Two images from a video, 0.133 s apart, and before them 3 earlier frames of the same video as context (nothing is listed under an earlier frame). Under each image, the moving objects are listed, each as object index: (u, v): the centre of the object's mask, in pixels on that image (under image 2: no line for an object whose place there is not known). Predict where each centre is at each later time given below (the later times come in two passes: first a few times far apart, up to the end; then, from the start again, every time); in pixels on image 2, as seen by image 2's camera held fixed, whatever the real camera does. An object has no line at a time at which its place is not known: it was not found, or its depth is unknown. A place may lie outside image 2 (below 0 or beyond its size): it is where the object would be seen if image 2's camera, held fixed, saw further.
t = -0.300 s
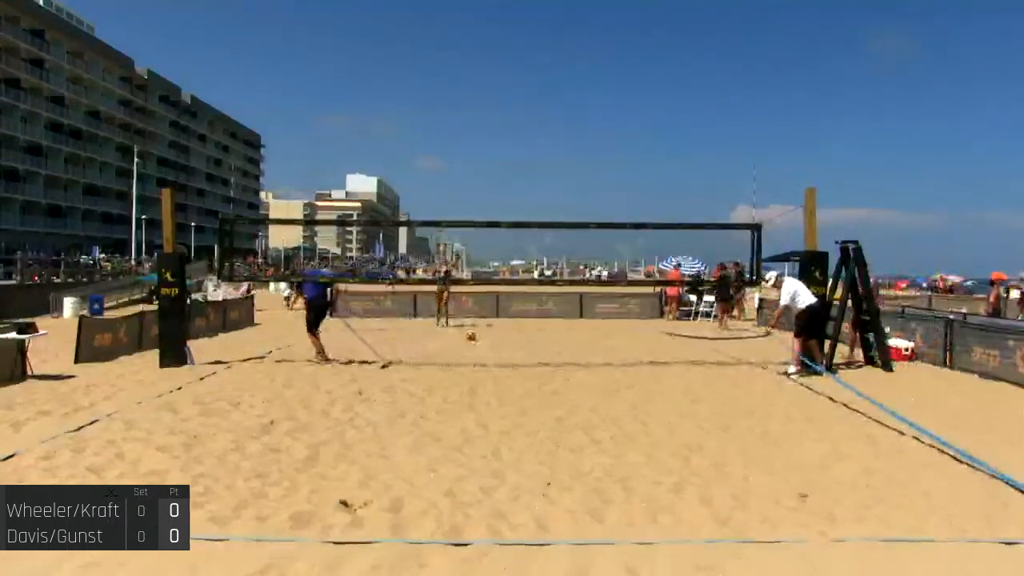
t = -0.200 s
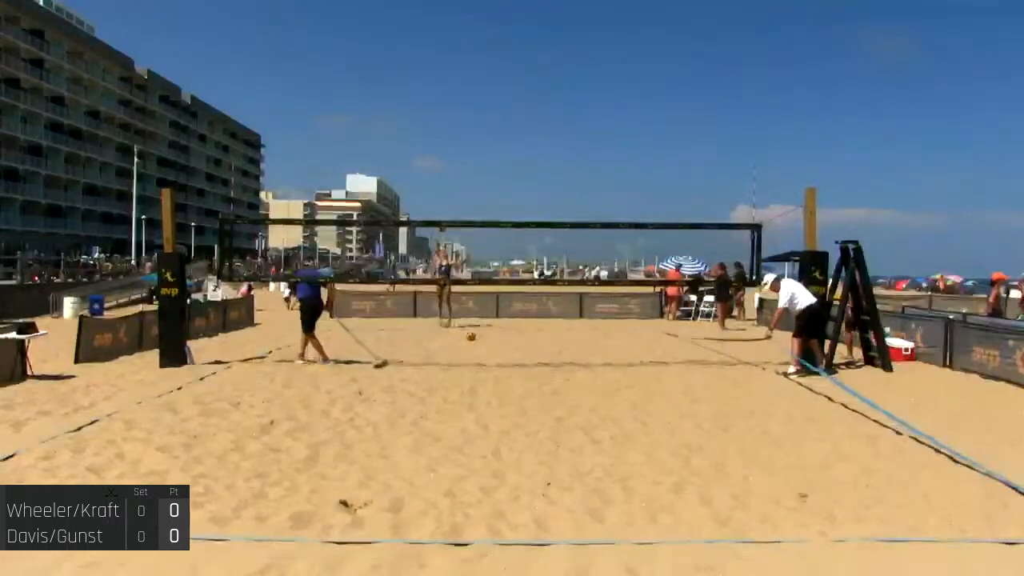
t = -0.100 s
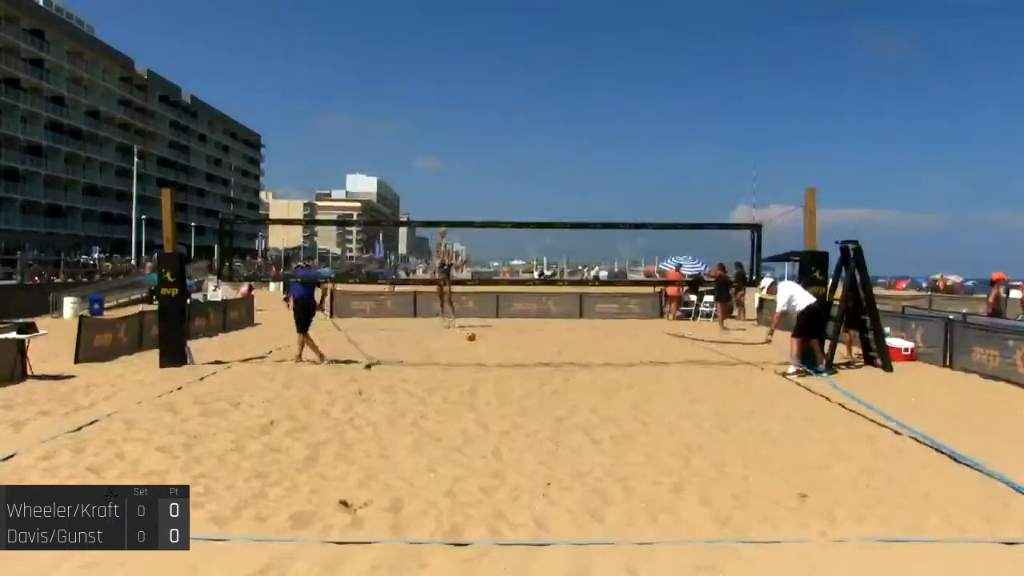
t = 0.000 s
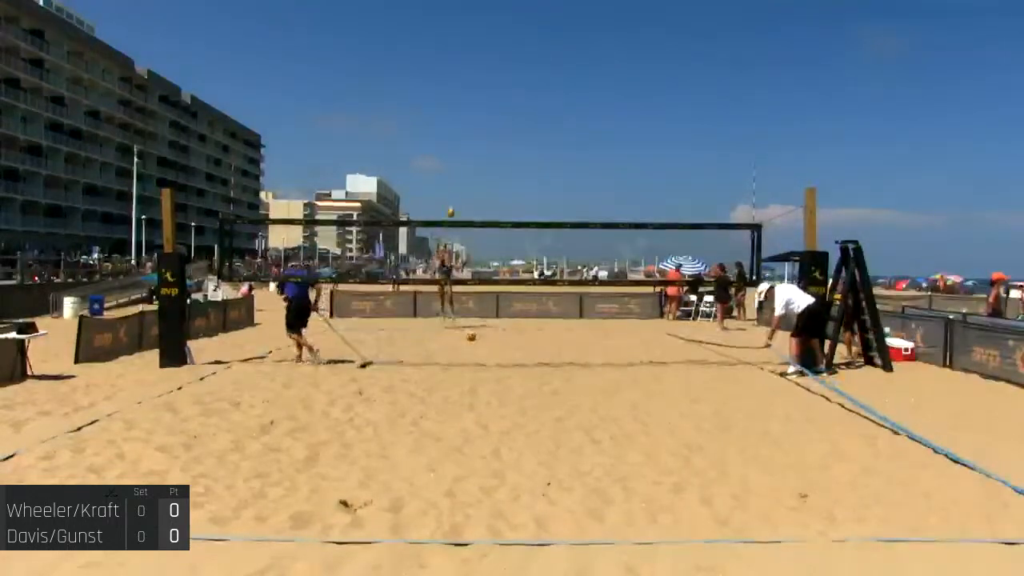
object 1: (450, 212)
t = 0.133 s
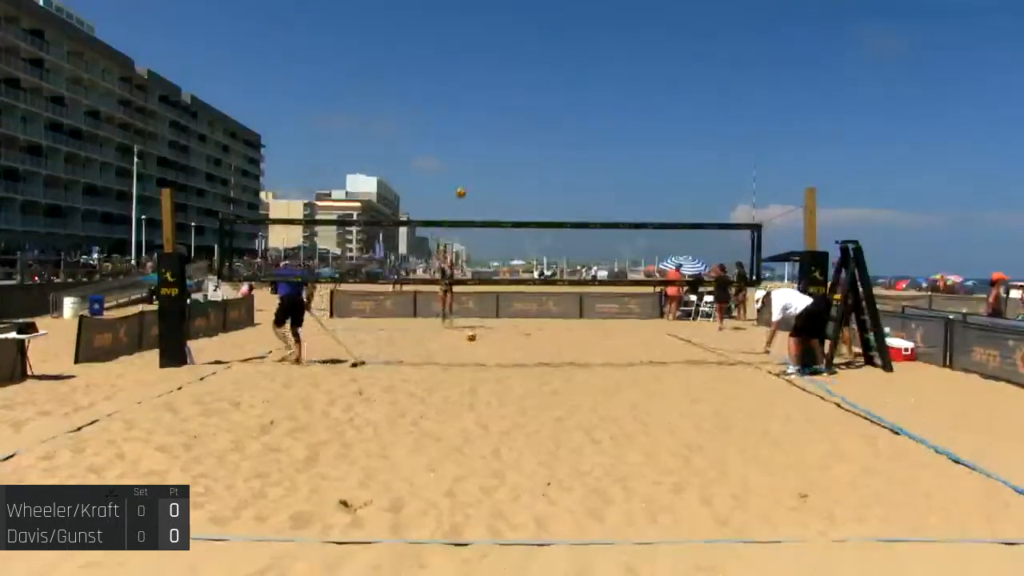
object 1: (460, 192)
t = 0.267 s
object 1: (472, 179)
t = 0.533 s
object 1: (502, 183)
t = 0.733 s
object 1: (531, 223)
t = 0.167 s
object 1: (464, 188)
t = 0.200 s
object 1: (466, 184)
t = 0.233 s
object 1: (469, 182)
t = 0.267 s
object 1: (472, 179)
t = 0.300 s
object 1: (477, 177)
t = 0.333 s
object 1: (480, 175)
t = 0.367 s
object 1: (483, 175)
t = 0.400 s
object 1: (487, 175)
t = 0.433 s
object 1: (490, 175)
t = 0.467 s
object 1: (494, 177)
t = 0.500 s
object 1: (498, 179)
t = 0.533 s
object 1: (502, 183)
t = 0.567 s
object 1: (506, 186)
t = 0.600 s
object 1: (510, 191)
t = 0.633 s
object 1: (516, 198)
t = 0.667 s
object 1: (521, 205)
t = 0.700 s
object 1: (527, 213)
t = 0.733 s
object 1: (531, 223)
